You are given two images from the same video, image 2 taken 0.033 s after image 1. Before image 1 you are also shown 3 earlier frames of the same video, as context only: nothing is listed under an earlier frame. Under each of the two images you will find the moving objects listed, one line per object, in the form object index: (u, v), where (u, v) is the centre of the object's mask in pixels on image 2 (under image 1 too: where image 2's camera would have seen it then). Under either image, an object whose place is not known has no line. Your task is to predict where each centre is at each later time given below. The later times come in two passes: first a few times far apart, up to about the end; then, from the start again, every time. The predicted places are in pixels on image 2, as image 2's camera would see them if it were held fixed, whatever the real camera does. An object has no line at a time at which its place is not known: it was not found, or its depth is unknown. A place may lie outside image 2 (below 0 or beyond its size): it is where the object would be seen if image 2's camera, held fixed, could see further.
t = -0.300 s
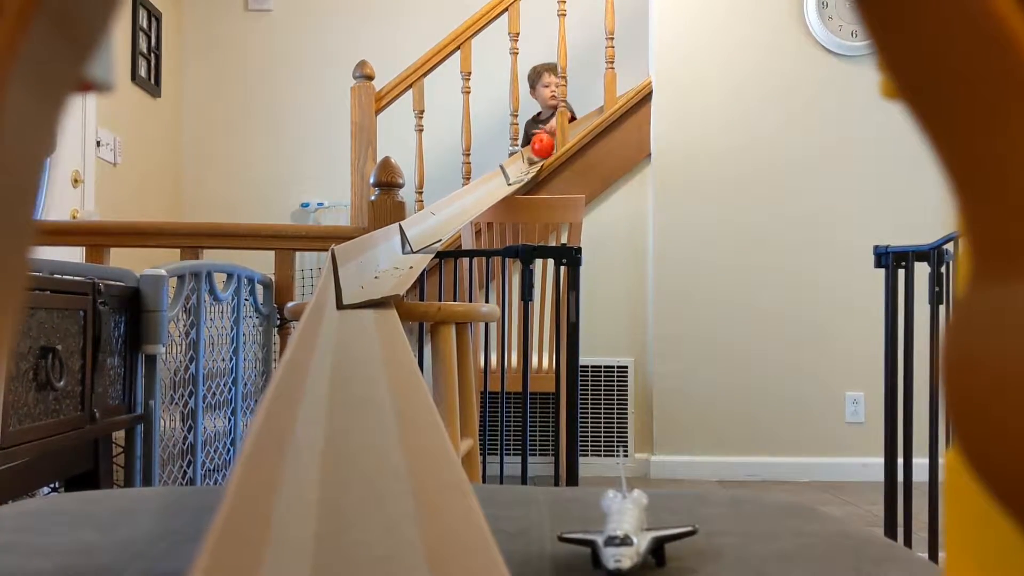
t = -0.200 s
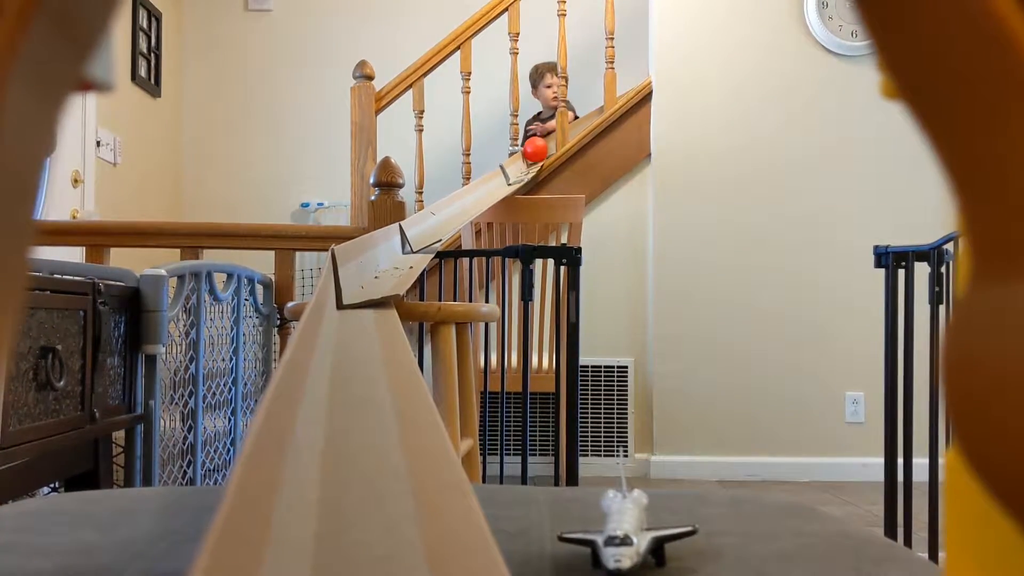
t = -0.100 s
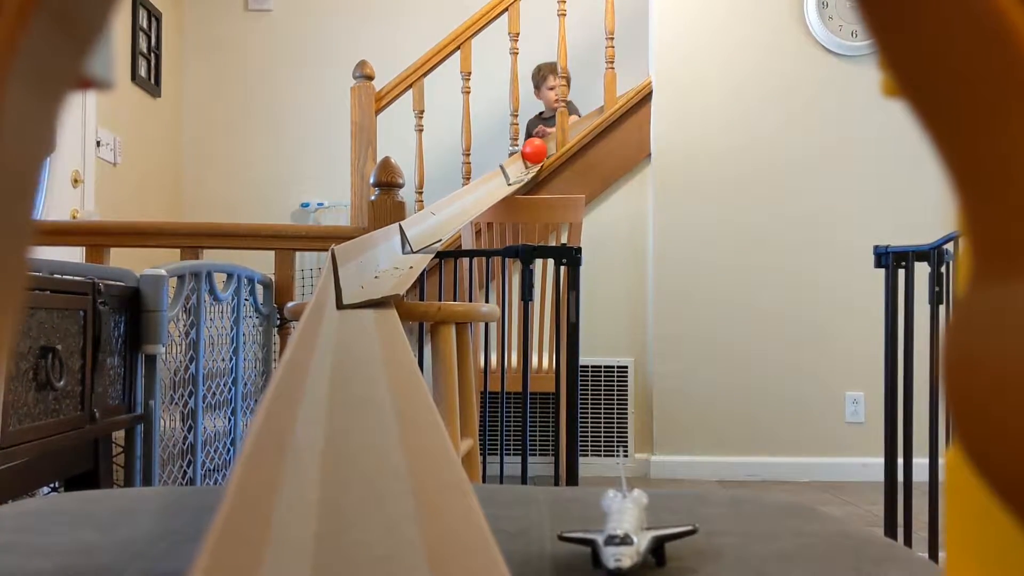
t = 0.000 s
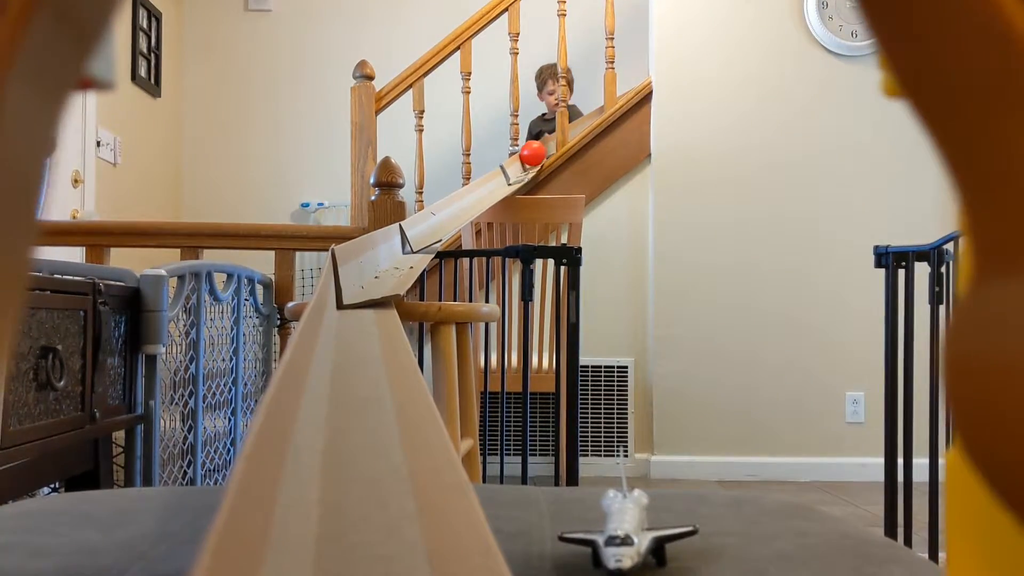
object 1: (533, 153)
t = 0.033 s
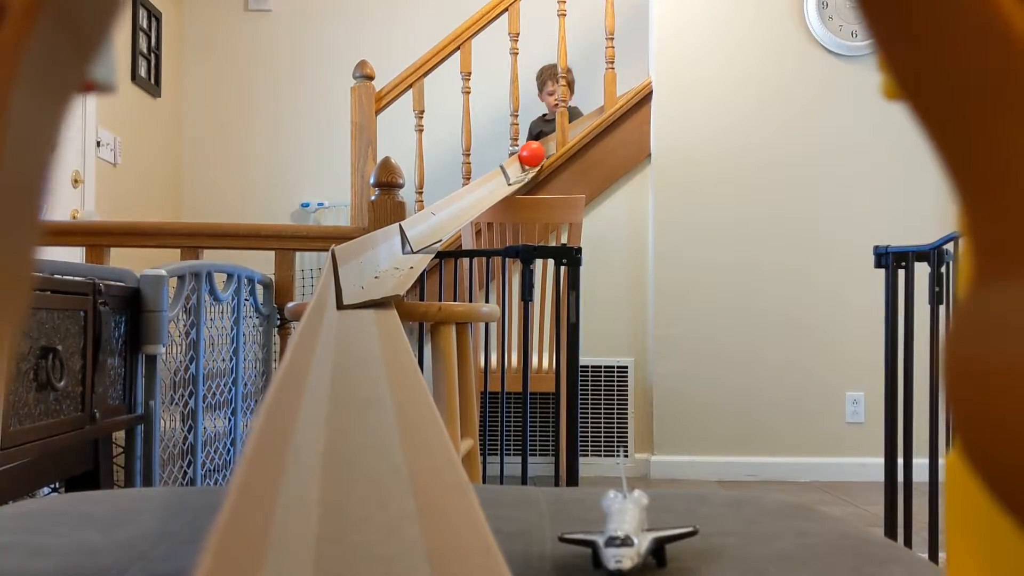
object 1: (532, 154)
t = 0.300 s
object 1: (522, 163)
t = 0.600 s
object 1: (505, 176)
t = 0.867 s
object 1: (484, 187)
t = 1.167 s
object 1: (450, 208)
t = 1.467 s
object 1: (416, 235)
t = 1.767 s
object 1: (389, 249)
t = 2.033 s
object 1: (387, 297)
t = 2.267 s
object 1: (414, 403)
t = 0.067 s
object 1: (531, 155)
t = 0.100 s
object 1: (530, 155)
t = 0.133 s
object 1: (529, 157)
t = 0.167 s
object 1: (527, 158)
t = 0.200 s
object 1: (526, 159)
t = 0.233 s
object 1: (524, 160)
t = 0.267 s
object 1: (523, 161)
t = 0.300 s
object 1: (522, 163)
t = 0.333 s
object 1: (521, 164)
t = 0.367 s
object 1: (519, 165)
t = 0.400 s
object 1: (518, 166)
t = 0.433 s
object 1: (515, 168)
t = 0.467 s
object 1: (513, 170)
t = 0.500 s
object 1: (510, 172)
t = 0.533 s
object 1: (508, 173)
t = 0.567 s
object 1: (506, 175)
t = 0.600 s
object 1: (505, 176)
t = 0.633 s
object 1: (502, 177)
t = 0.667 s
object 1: (499, 178)
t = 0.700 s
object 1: (497, 180)
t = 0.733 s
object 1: (495, 181)
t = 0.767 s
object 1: (493, 182)
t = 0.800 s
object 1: (490, 184)
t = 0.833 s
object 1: (487, 185)
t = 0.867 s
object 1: (484, 187)
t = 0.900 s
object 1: (481, 189)
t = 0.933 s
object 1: (478, 192)
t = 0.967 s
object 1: (474, 194)
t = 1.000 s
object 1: (470, 195)
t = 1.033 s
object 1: (467, 197)
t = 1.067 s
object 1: (463, 200)
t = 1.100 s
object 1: (459, 203)
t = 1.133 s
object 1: (454, 206)
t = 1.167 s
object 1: (450, 208)
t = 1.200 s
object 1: (445, 211)
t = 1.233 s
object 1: (440, 214)
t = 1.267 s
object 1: (433, 218)
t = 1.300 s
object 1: (427, 221)
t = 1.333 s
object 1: (421, 224)
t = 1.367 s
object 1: (419, 229)
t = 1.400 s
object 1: (418, 234)
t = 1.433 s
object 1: (417, 234)
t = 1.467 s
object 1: (416, 235)
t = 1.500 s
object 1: (414, 237)
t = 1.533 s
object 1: (412, 238)
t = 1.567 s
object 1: (408, 239)
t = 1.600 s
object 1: (405, 240)
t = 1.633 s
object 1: (402, 242)
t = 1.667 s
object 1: (399, 244)
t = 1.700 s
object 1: (395, 245)
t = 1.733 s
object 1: (393, 248)
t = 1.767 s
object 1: (389, 249)
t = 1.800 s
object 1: (384, 252)
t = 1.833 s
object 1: (379, 255)
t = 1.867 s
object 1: (376, 257)
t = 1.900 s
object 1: (373, 264)
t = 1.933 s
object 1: (375, 278)
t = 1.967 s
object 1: (378, 283)
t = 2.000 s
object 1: (383, 289)
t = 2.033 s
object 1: (387, 297)
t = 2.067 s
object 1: (389, 305)
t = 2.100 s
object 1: (391, 313)
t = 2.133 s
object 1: (395, 325)
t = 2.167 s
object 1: (398, 339)
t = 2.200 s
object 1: (397, 356)
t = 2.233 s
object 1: (404, 375)
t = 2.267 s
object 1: (414, 403)
